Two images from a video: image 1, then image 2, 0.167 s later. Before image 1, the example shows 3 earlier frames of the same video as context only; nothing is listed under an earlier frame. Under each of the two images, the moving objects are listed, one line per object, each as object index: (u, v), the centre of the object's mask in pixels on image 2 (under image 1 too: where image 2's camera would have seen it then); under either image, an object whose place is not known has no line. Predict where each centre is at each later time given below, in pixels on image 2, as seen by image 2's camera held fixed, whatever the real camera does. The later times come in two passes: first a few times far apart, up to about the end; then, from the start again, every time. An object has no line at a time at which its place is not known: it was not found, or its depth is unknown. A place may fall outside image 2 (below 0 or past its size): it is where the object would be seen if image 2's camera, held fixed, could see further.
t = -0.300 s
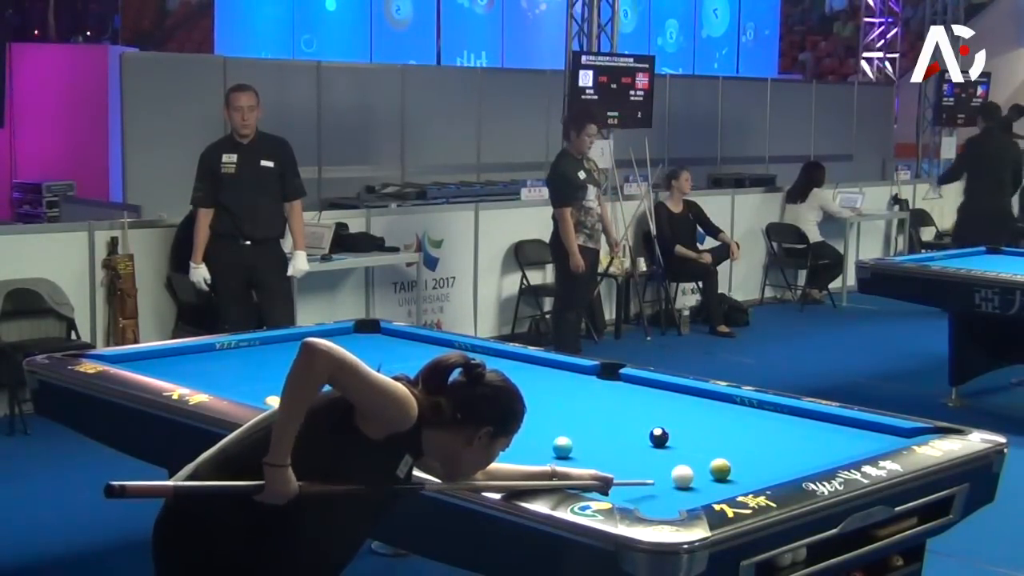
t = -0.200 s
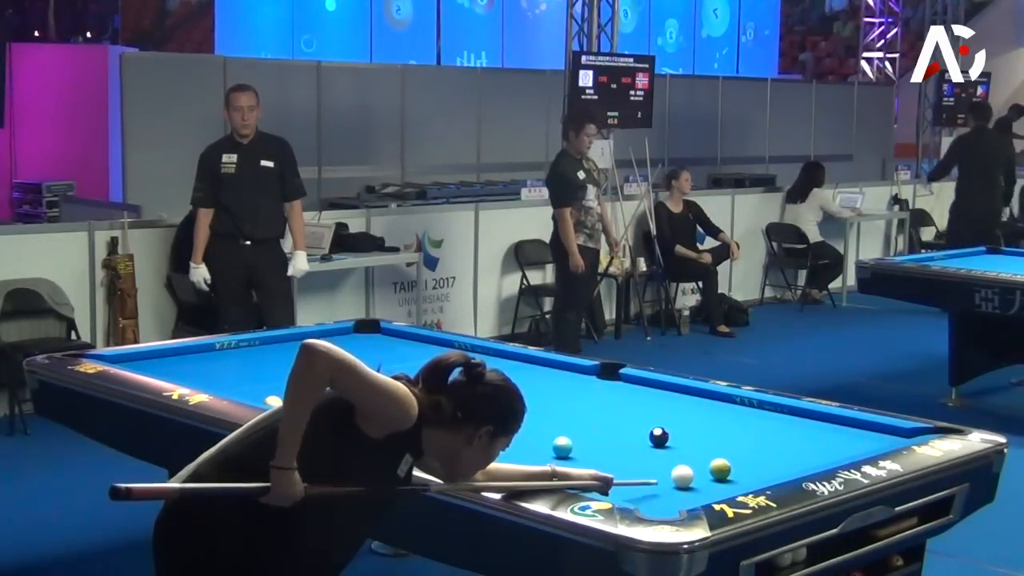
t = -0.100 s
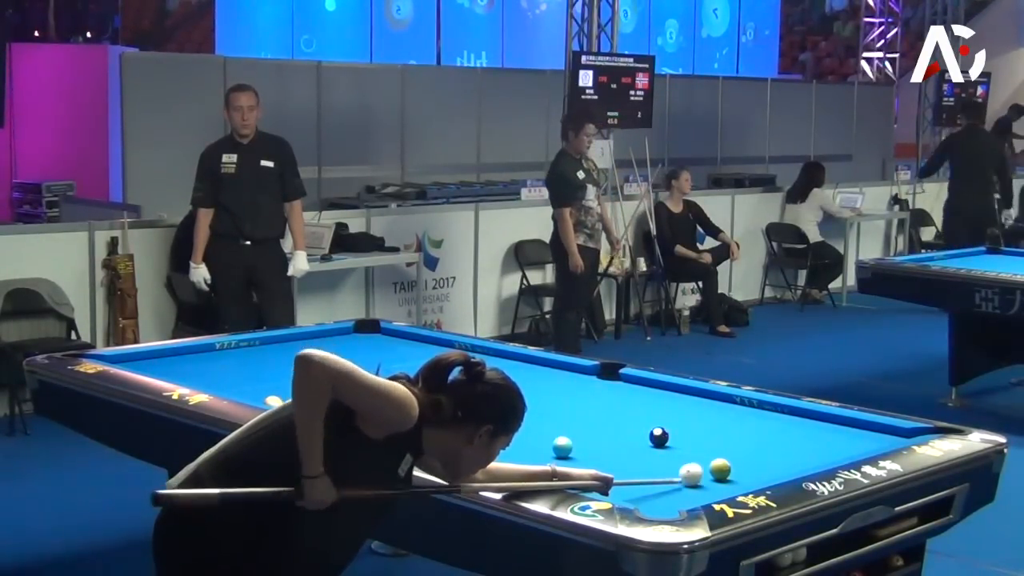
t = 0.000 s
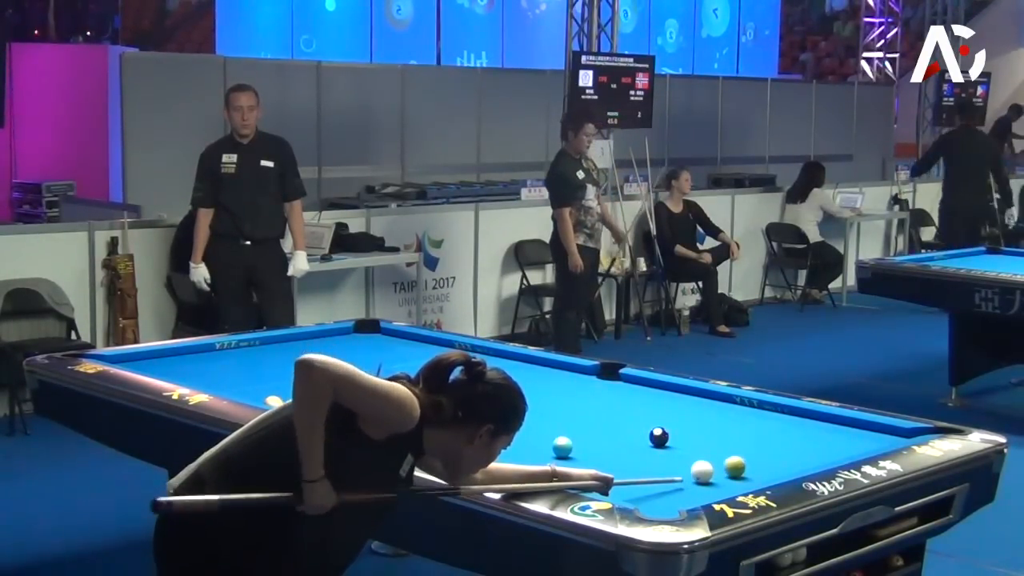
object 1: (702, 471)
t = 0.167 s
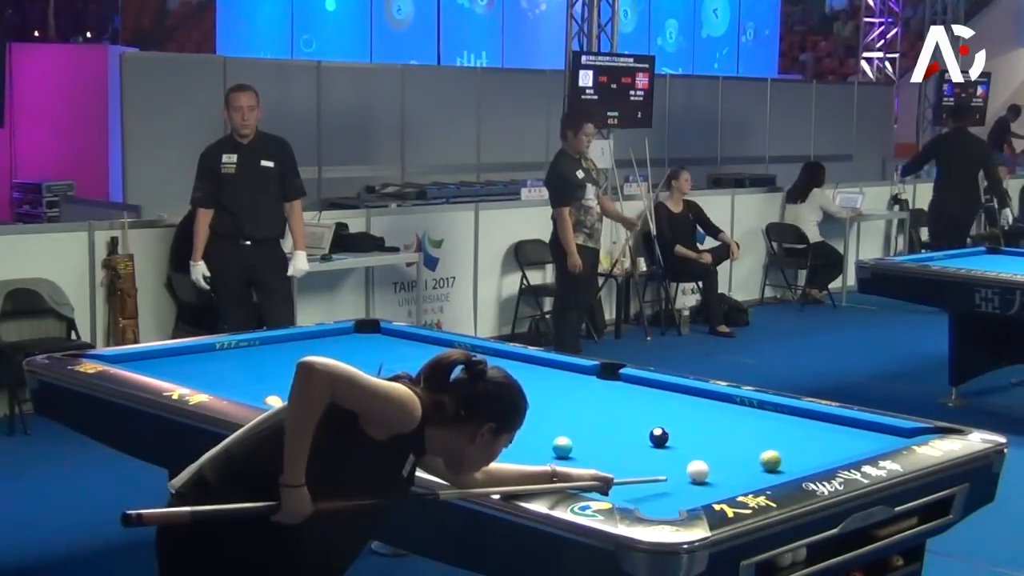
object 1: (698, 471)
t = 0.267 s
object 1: (695, 471)
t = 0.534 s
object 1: (691, 471)
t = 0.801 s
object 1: (689, 470)
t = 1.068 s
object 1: (689, 470)
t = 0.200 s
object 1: (697, 471)
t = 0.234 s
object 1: (696, 471)
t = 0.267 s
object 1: (695, 471)
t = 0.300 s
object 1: (695, 471)
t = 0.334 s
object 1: (694, 471)
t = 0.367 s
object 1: (693, 471)
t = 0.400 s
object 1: (693, 470)
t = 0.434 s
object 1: (693, 471)
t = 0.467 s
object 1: (692, 471)
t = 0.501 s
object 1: (692, 471)
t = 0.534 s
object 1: (691, 471)
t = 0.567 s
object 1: (691, 471)
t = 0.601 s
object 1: (690, 471)
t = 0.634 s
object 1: (690, 470)
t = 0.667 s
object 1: (690, 470)
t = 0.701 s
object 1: (689, 470)
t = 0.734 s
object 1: (689, 470)
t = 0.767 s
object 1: (689, 470)
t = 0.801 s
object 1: (689, 470)
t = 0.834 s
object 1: (689, 470)
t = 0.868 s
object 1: (689, 470)
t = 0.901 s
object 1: (689, 470)
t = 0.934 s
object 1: (689, 470)
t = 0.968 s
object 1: (689, 470)
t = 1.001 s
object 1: (689, 470)
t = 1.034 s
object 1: (689, 470)
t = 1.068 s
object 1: (689, 470)
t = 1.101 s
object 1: (689, 470)
